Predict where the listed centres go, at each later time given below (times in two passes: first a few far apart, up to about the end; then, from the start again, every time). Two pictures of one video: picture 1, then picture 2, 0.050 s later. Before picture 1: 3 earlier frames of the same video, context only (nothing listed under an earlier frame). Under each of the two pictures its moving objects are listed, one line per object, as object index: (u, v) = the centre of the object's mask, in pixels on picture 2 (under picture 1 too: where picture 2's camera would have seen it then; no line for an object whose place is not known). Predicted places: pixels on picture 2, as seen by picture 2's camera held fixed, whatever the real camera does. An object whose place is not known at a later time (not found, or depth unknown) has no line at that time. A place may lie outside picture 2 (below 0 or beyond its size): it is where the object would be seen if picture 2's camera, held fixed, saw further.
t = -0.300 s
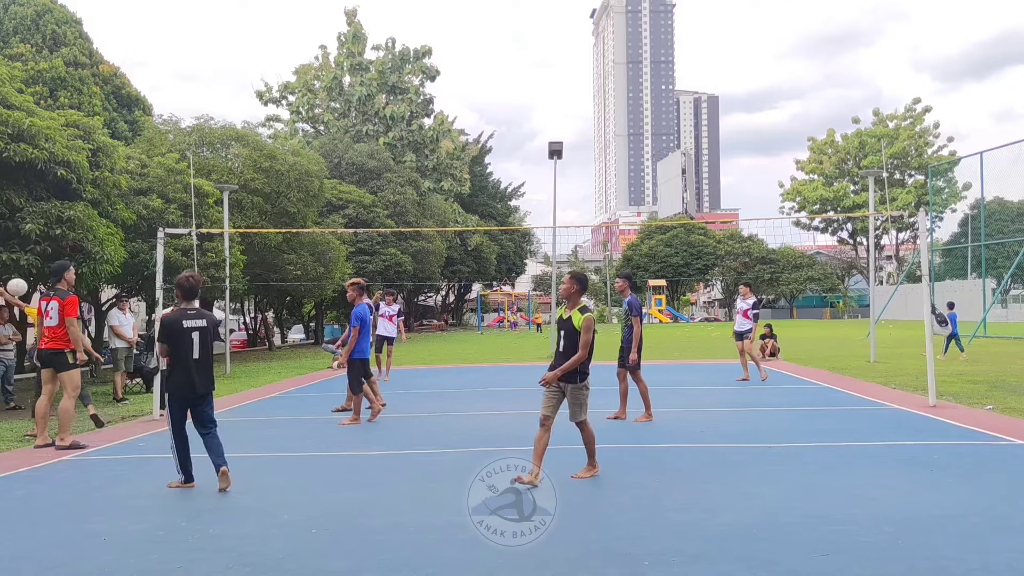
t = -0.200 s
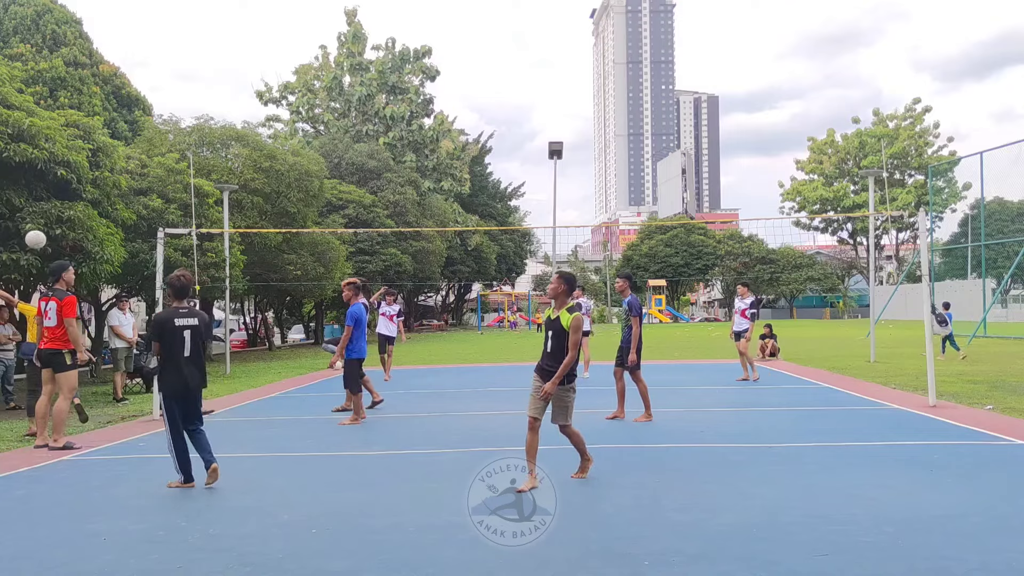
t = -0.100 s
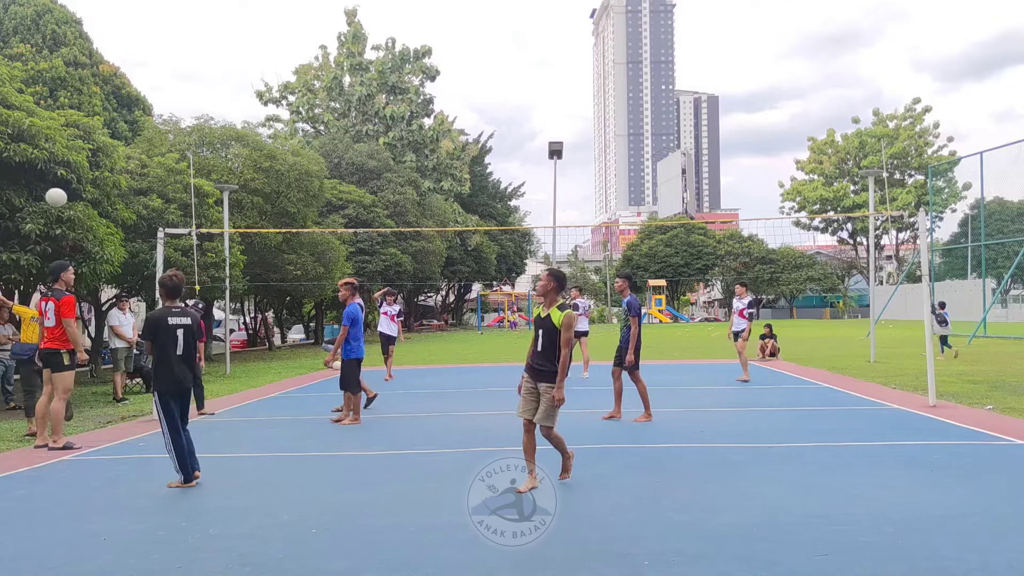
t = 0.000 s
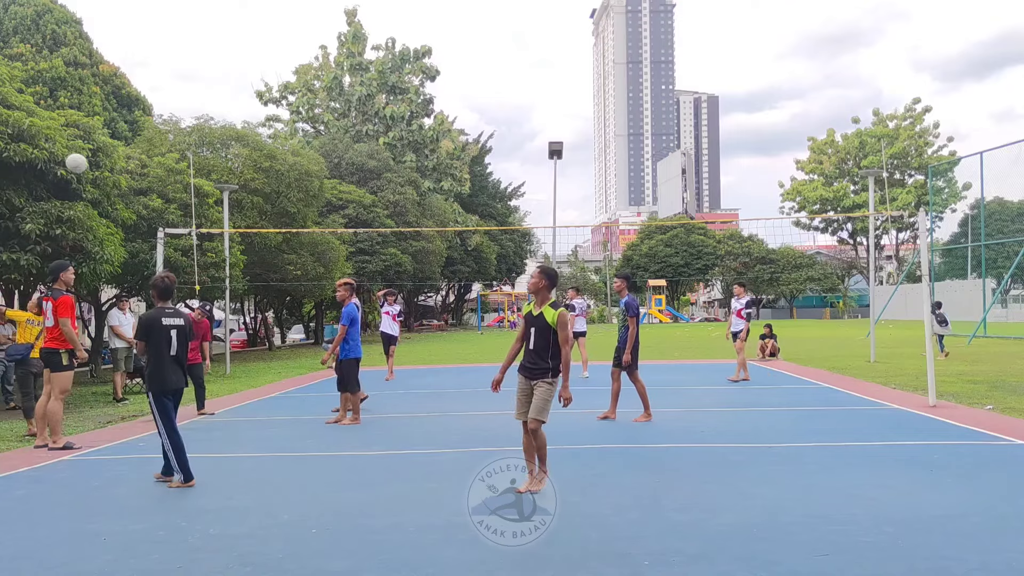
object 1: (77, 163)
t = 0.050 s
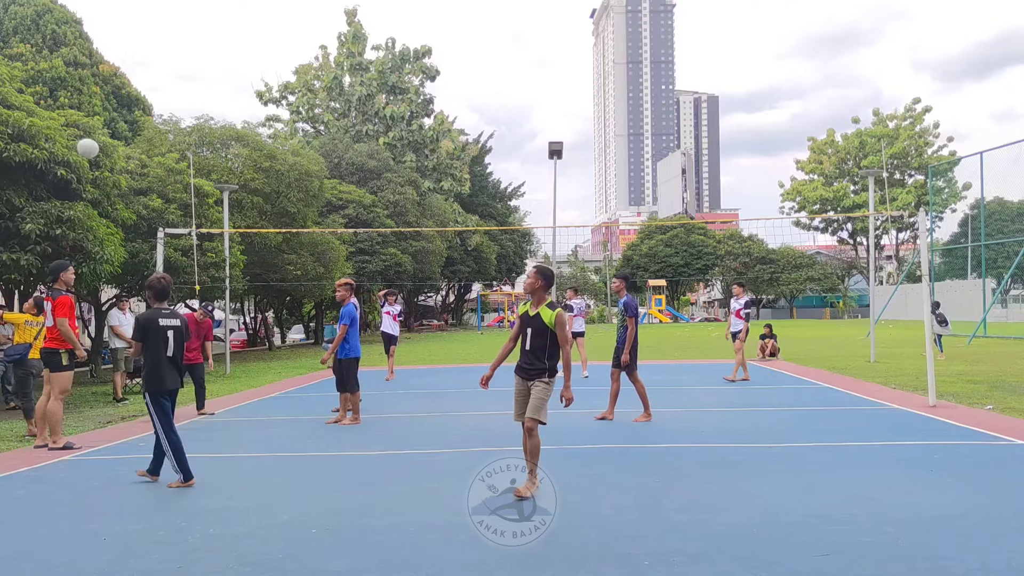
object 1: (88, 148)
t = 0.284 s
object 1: (142, 108)
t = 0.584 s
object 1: (221, 130)
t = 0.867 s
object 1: (304, 249)
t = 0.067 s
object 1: (92, 144)
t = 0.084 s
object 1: (95, 140)
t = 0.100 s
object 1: (99, 136)
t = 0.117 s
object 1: (103, 133)
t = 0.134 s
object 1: (107, 129)
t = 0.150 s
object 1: (110, 126)
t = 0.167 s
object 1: (114, 123)
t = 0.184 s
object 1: (117, 120)
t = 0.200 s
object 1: (122, 117)
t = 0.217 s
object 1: (126, 114)
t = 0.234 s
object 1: (130, 112)
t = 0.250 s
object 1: (134, 110)
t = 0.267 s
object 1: (138, 109)
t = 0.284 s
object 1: (142, 108)
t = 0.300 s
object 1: (147, 107)
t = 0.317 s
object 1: (150, 107)
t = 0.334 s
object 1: (154, 106)
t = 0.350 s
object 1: (158, 106)
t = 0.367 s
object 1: (162, 105)
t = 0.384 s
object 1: (167, 105)
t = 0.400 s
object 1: (171, 106)
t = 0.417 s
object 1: (176, 106)
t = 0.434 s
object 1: (180, 108)
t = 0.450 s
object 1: (185, 109)
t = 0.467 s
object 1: (189, 111)
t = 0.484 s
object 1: (194, 112)
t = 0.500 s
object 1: (198, 115)
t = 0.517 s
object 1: (202, 118)
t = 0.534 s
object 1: (207, 121)
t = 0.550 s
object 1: (211, 124)
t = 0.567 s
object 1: (215, 127)
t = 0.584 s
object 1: (221, 130)
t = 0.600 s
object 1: (225, 135)
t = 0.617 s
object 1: (230, 140)
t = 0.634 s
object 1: (235, 144)
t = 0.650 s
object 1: (239, 149)
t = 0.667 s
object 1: (244, 154)
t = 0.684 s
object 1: (249, 160)
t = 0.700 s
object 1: (254, 167)
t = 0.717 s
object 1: (259, 173)
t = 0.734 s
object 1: (264, 180)
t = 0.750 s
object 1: (268, 187)
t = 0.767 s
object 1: (273, 194)
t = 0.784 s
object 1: (278, 202)
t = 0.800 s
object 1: (284, 211)
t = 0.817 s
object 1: (289, 219)
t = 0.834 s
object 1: (294, 229)
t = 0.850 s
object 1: (299, 239)
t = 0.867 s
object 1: (304, 249)
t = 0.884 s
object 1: (309, 259)
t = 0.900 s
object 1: (314, 270)
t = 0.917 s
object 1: (320, 281)
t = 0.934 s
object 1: (325, 293)
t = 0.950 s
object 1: (330, 304)
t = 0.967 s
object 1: (336, 317)
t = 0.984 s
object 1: (342, 330)
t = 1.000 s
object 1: (347, 344)
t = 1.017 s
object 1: (352, 358)
